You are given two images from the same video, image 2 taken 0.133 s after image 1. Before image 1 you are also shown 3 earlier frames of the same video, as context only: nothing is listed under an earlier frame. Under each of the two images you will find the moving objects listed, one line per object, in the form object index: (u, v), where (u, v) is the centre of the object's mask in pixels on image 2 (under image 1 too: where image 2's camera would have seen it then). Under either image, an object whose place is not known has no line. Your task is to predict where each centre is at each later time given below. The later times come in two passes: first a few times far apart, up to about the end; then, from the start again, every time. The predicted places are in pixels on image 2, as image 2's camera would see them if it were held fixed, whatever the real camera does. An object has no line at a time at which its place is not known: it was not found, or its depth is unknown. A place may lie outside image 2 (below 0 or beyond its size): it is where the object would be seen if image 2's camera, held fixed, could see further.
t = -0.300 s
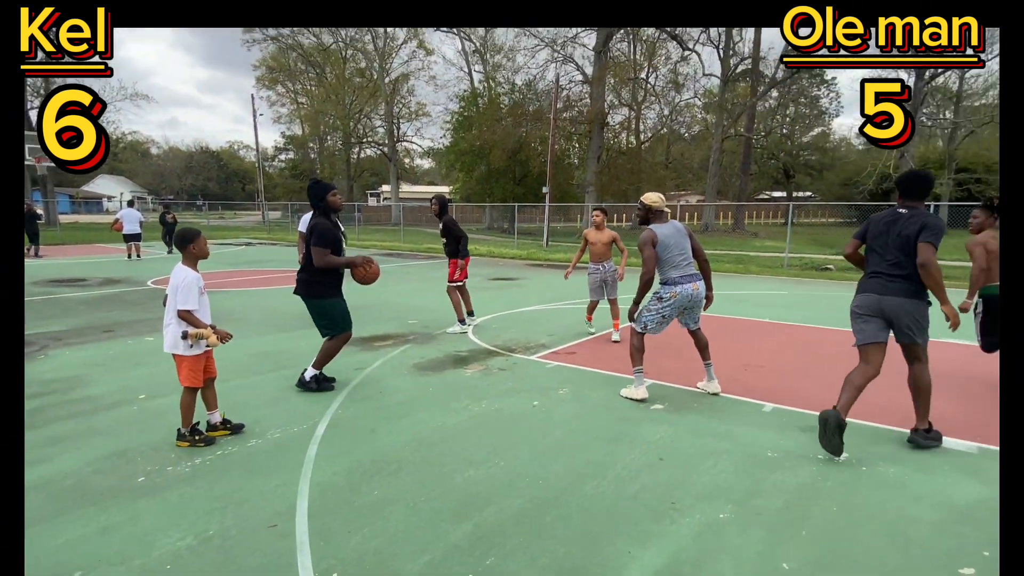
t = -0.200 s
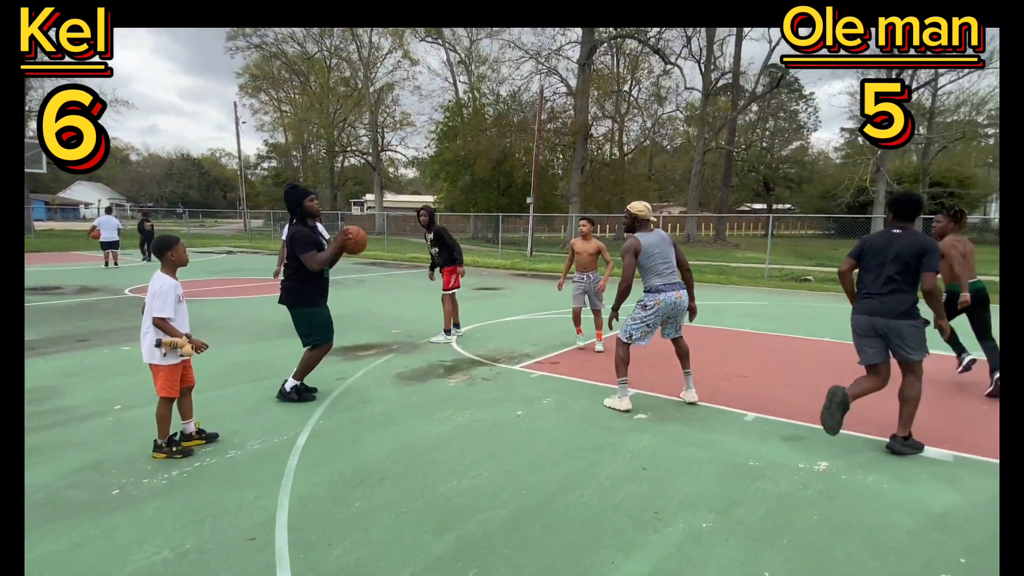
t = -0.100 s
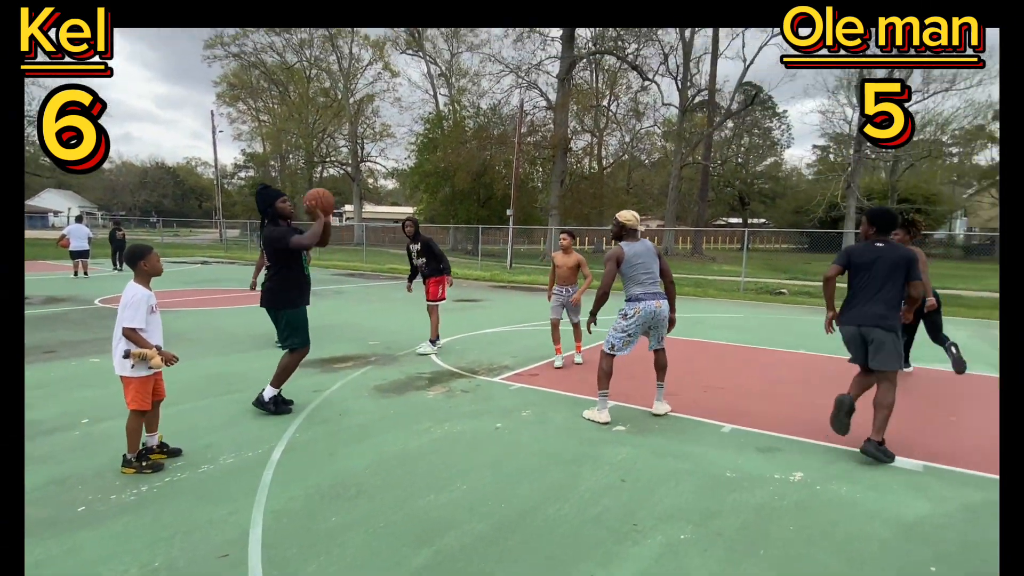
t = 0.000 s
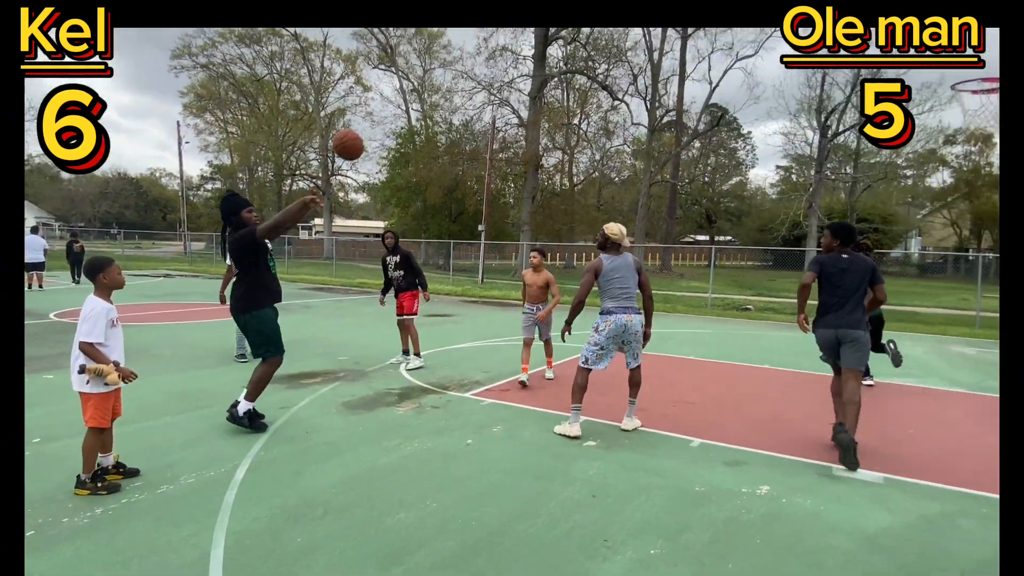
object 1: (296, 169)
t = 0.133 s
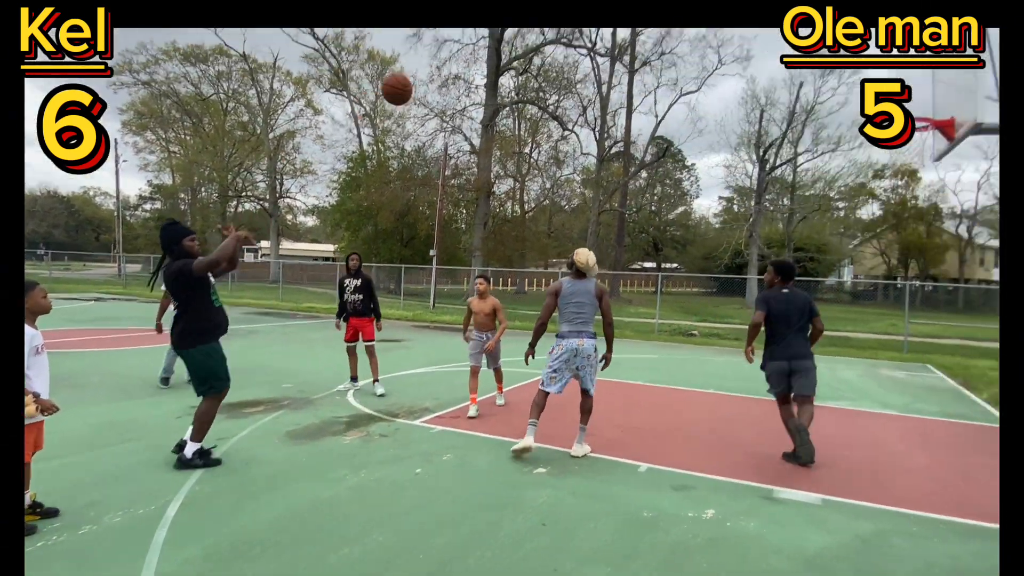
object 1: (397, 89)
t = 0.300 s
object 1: (512, 25)
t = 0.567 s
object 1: (683, -3)
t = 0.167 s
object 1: (421, 73)
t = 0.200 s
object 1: (444, 58)
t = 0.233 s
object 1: (467, 46)
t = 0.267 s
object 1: (490, 34)
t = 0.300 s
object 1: (512, 25)
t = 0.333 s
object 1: (534, 17)
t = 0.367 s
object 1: (556, 10)
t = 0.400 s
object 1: (578, 5)
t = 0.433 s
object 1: (600, 1)
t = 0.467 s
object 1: (621, -2)
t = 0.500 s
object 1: (641, -3)
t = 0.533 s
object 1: (662, -4)
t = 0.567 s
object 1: (683, -3)
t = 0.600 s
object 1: (703, -1)
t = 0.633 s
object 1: (724, 2)
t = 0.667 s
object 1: (744, 7)
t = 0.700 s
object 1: (764, 13)
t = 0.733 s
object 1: (784, 20)
